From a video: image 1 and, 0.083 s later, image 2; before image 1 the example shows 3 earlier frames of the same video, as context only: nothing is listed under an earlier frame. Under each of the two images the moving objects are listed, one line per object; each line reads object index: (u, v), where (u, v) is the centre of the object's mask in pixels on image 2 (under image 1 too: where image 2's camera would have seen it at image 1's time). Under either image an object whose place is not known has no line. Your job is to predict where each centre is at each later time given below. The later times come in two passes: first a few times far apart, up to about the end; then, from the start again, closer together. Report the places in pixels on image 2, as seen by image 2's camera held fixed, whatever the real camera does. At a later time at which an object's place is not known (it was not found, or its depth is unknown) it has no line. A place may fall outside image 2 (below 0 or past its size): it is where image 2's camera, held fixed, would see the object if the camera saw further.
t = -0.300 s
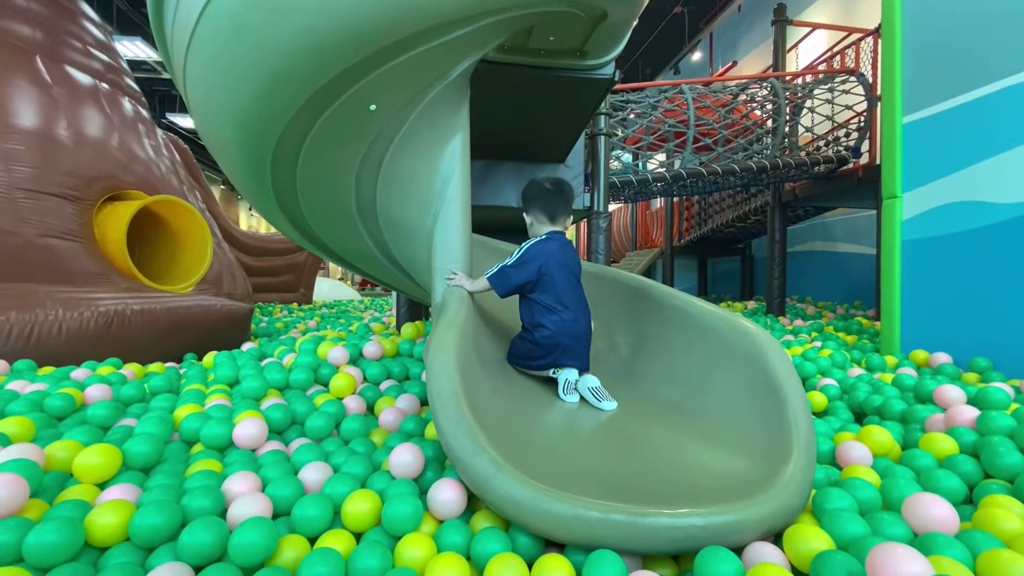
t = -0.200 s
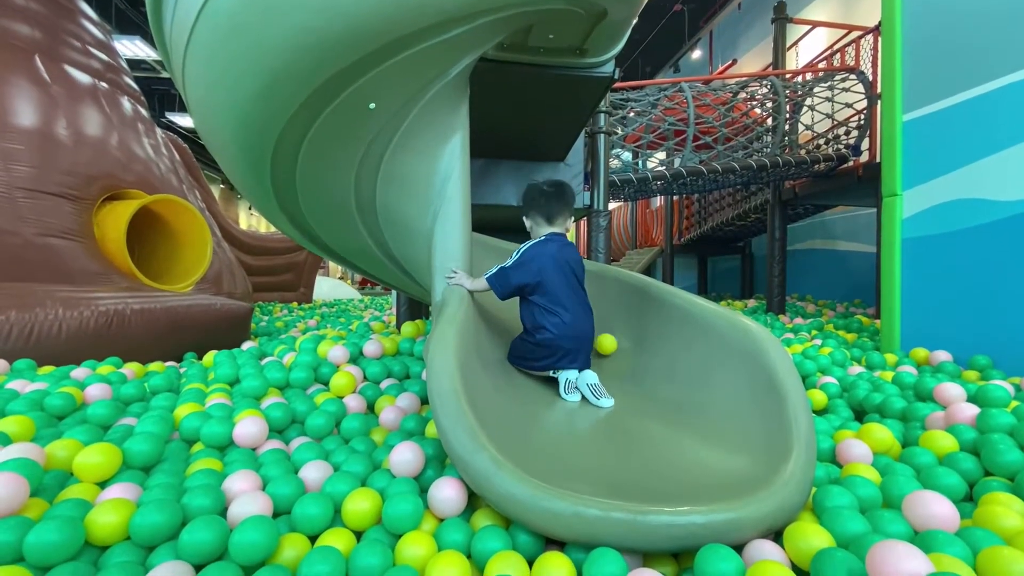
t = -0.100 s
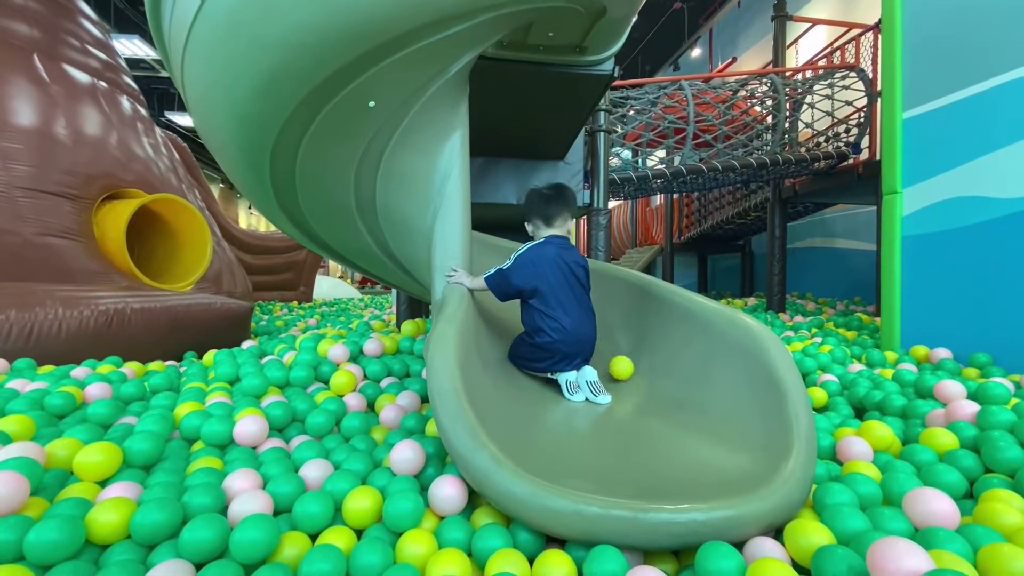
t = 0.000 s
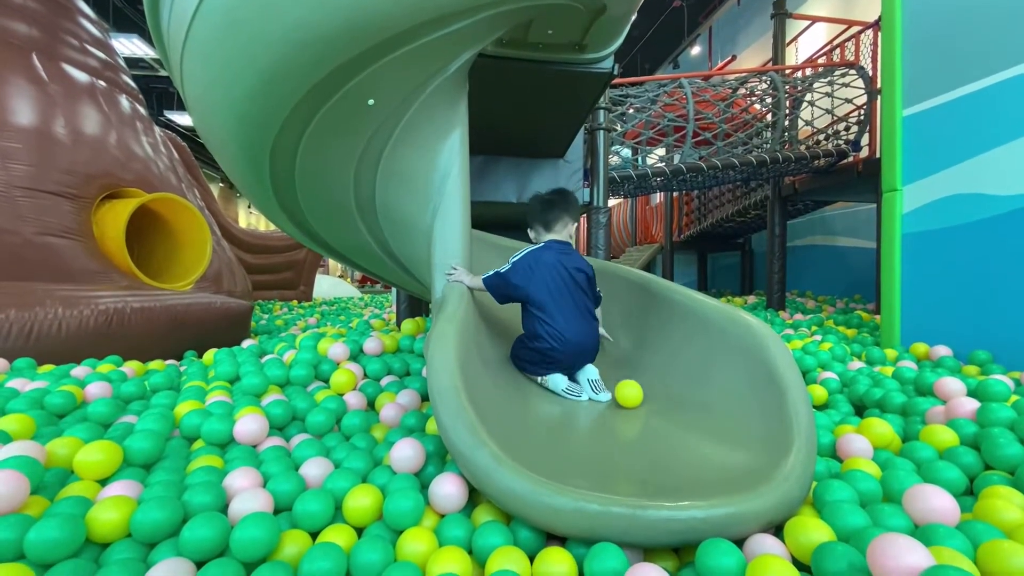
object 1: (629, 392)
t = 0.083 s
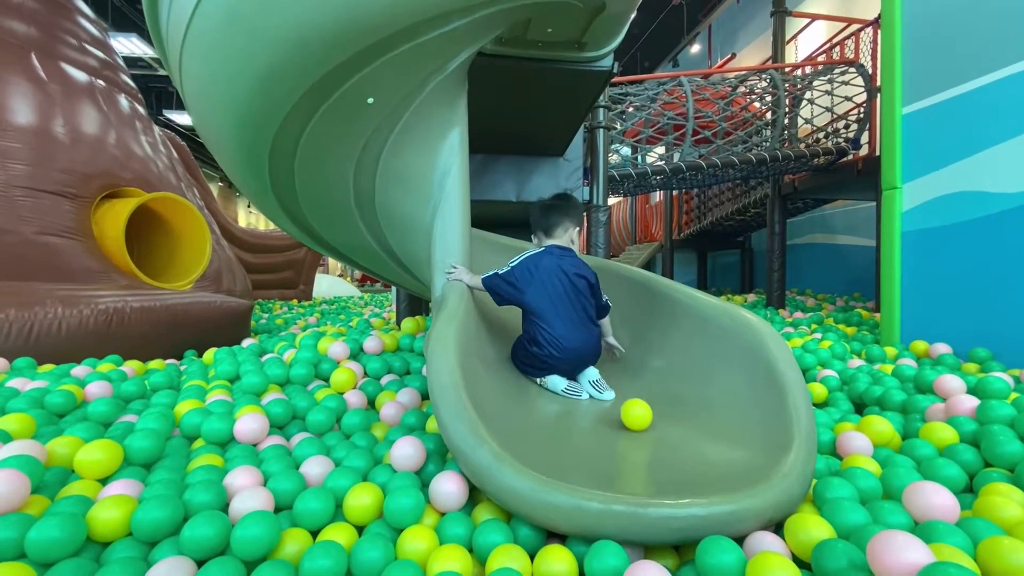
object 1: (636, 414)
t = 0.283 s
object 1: (665, 476)
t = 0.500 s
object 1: (678, 574)
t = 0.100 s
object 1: (638, 419)
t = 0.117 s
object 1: (639, 424)
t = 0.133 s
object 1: (641, 430)
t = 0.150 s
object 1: (644, 435)
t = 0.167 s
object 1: (646, 441)
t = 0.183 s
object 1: (648, 447)
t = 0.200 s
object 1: (651, 451)
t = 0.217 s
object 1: (654, 457)
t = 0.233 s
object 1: (656, 462)
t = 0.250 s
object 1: (659, 467)
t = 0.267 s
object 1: (662, 471)
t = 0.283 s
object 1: (665, 476)
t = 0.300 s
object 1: (668, 482)
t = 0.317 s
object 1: (672, 490)
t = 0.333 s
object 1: (676, 500)
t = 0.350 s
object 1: (680, 514)
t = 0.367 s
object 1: (684, 531)
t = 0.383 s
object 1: (690, 549)
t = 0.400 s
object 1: (694, 564)
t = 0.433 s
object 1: (694, 574)
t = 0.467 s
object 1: (687, 573)
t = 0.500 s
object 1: (678, 574)
